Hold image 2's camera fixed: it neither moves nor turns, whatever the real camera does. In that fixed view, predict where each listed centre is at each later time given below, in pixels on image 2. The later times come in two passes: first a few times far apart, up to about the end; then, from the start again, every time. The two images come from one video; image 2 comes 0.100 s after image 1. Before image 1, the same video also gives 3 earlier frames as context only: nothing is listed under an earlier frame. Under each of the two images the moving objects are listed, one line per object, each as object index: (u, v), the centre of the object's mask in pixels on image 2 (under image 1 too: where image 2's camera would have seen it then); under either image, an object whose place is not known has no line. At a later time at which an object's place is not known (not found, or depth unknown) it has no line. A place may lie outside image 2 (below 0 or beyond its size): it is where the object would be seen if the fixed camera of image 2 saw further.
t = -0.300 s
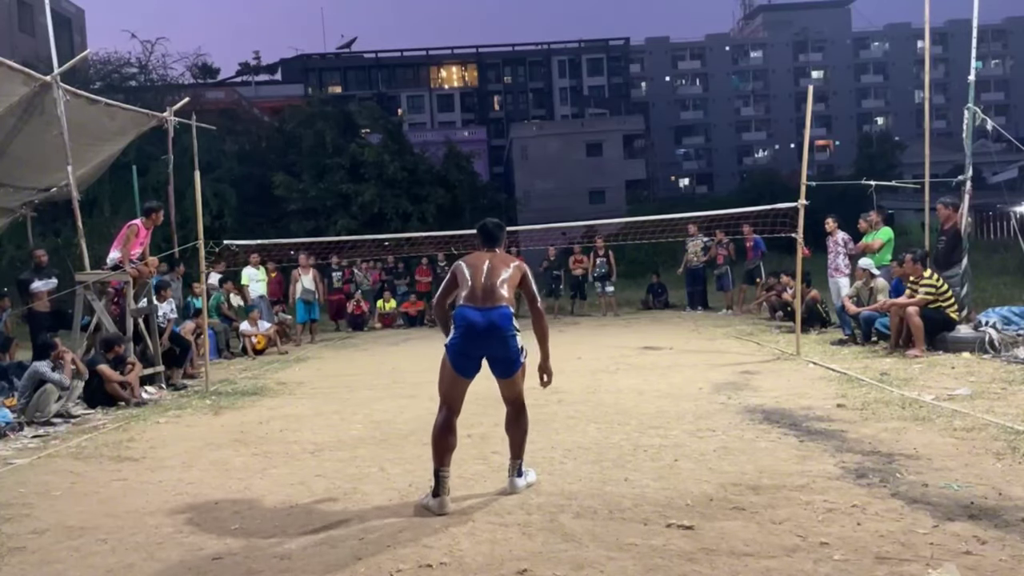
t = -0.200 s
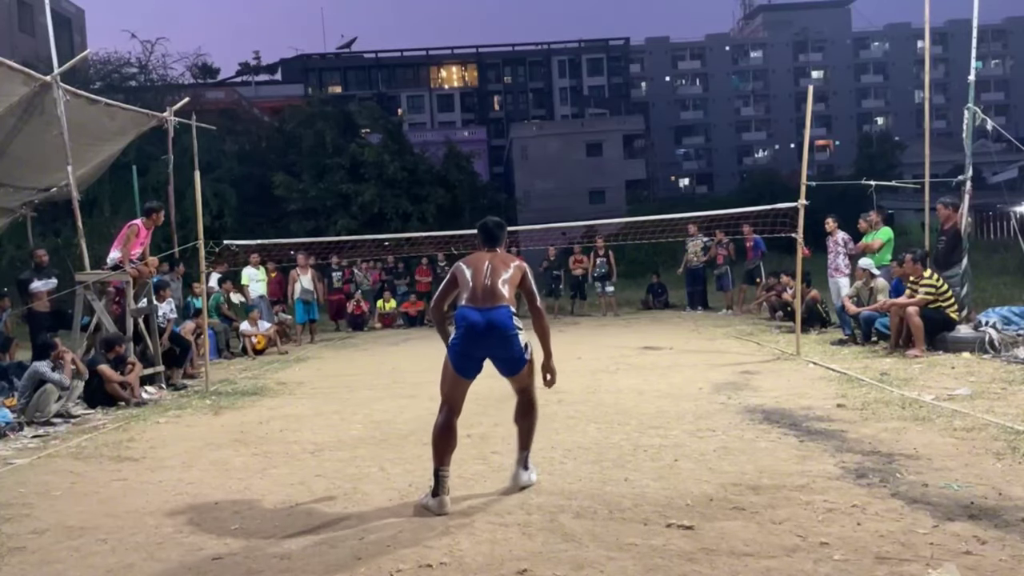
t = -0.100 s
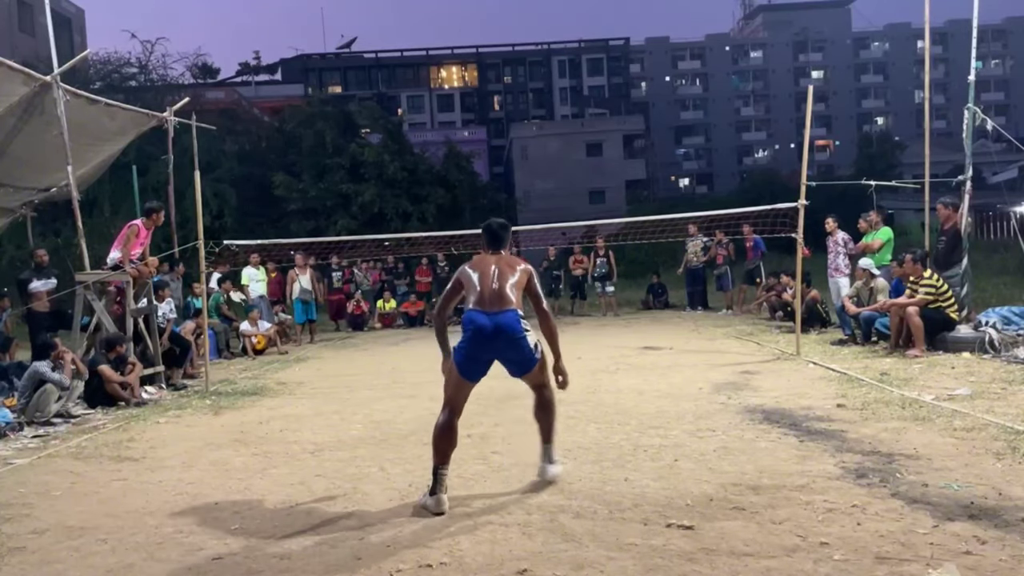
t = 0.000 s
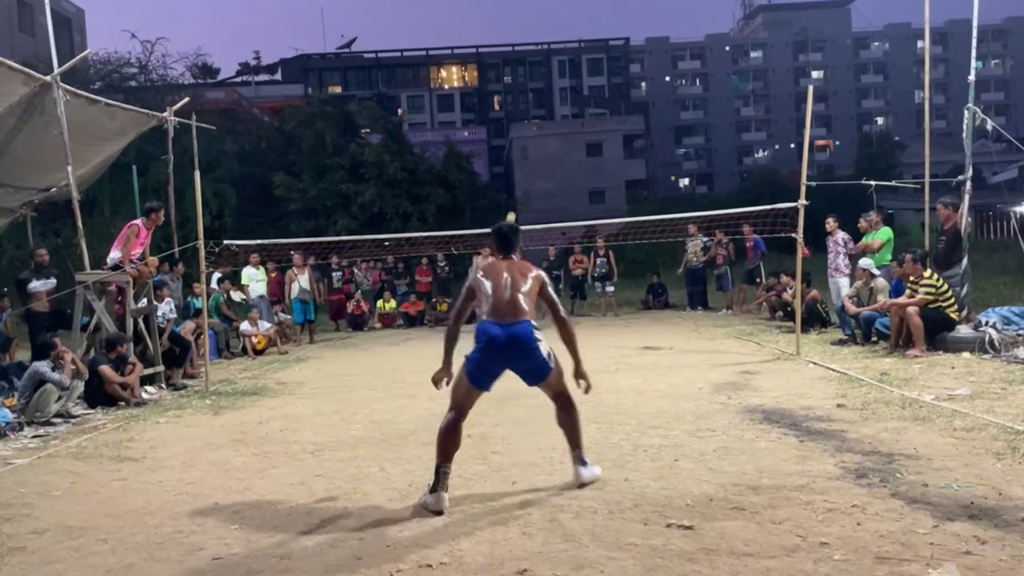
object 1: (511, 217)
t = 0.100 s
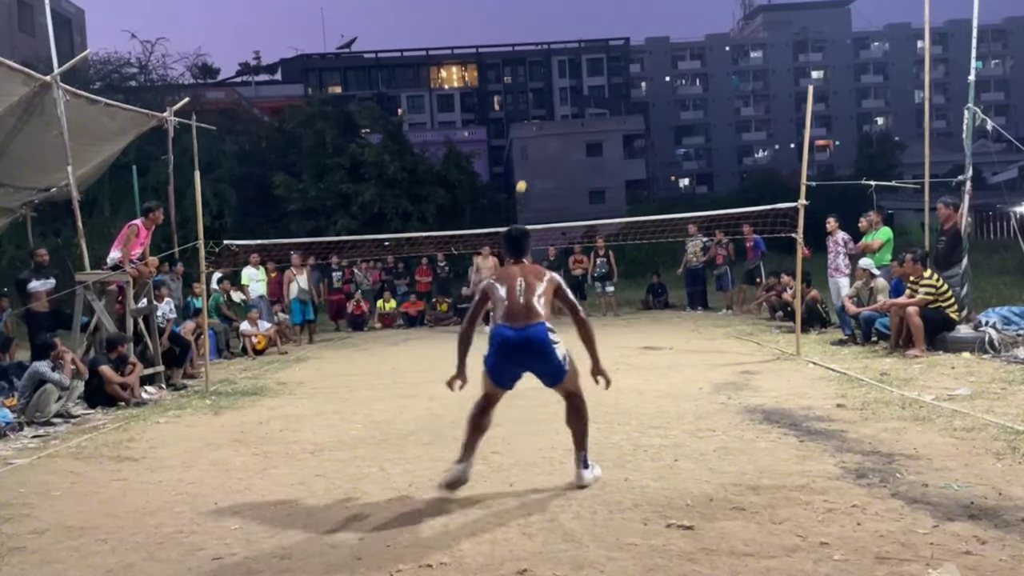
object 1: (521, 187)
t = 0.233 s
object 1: (537, 151)
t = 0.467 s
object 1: (580, 105)
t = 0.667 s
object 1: (637, 99)
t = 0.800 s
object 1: (696, 127)
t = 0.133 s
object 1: (524, 178)
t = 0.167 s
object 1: (528, 168)
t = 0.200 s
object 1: (533, 158)
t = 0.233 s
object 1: (537, 151)
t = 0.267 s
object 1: (542, 142)
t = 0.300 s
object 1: (548, 134)
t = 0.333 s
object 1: (553, 127)
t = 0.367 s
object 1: (560, 120)
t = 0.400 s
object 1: (566, 114)
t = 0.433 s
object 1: (572, 109)
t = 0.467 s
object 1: (580, 105)
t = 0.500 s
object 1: (588, 101)
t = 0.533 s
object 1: (596, 98)
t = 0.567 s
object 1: (605, 96)
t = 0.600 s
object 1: (615, 96)
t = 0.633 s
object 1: (625, 97)
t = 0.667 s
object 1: (637, 99)
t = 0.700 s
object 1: (650, 103)
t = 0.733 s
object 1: (662, 108)
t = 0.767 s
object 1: (678, 116)
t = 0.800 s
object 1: (696, 127)
